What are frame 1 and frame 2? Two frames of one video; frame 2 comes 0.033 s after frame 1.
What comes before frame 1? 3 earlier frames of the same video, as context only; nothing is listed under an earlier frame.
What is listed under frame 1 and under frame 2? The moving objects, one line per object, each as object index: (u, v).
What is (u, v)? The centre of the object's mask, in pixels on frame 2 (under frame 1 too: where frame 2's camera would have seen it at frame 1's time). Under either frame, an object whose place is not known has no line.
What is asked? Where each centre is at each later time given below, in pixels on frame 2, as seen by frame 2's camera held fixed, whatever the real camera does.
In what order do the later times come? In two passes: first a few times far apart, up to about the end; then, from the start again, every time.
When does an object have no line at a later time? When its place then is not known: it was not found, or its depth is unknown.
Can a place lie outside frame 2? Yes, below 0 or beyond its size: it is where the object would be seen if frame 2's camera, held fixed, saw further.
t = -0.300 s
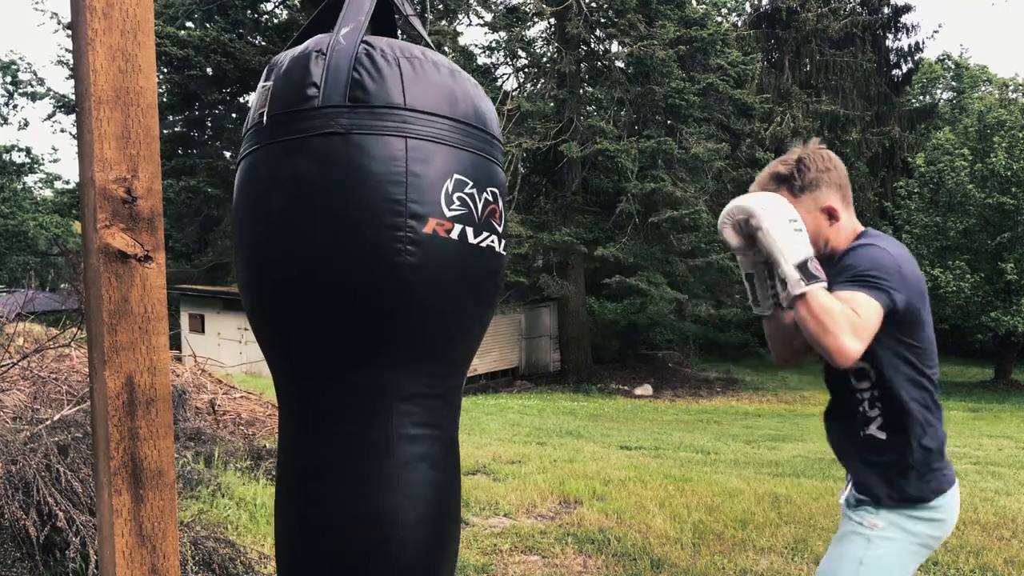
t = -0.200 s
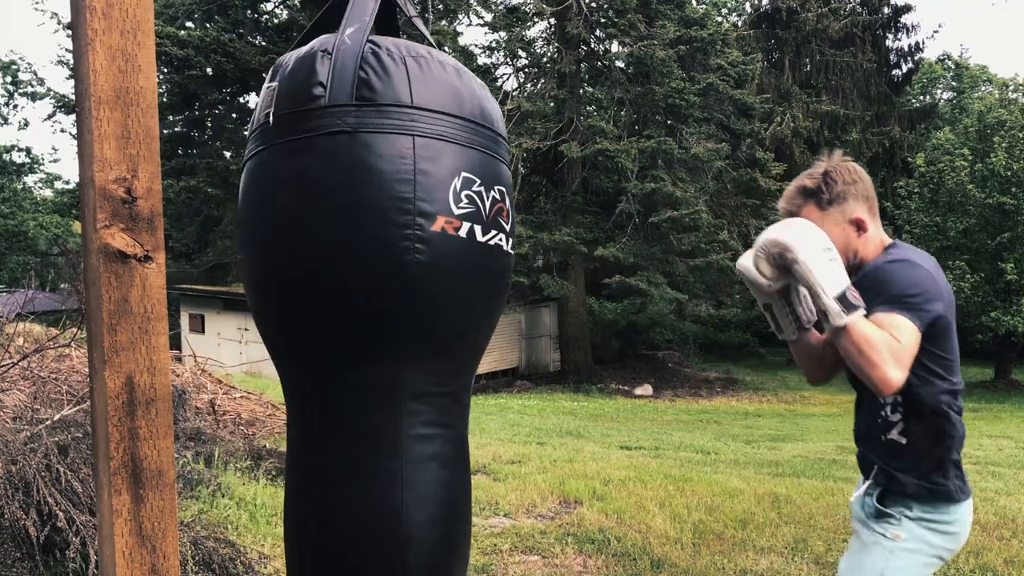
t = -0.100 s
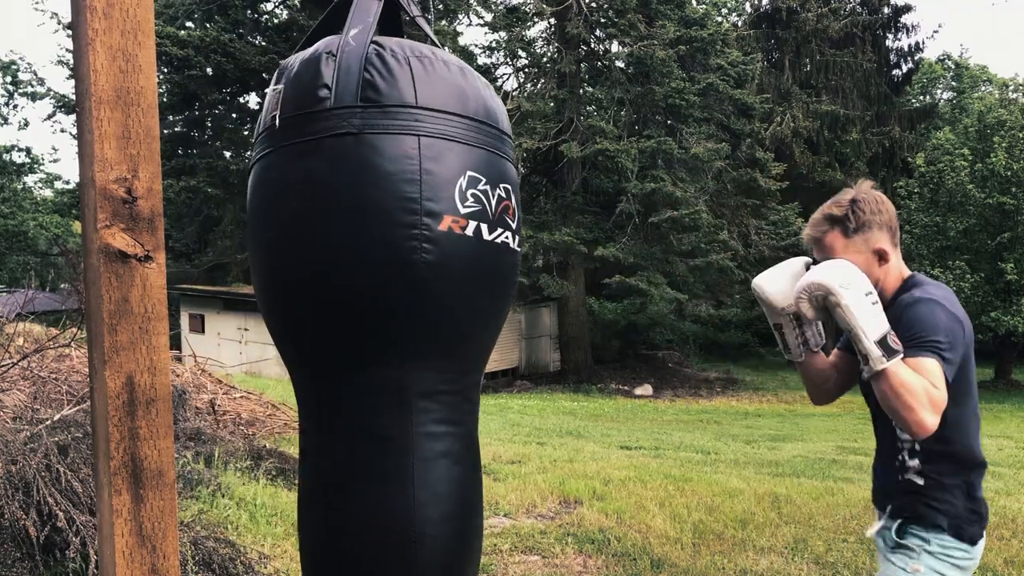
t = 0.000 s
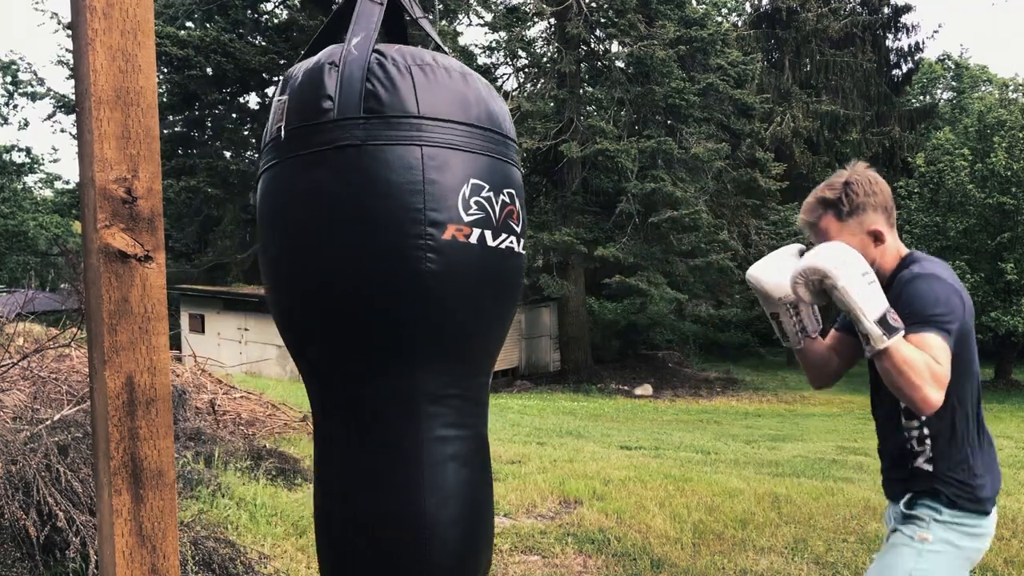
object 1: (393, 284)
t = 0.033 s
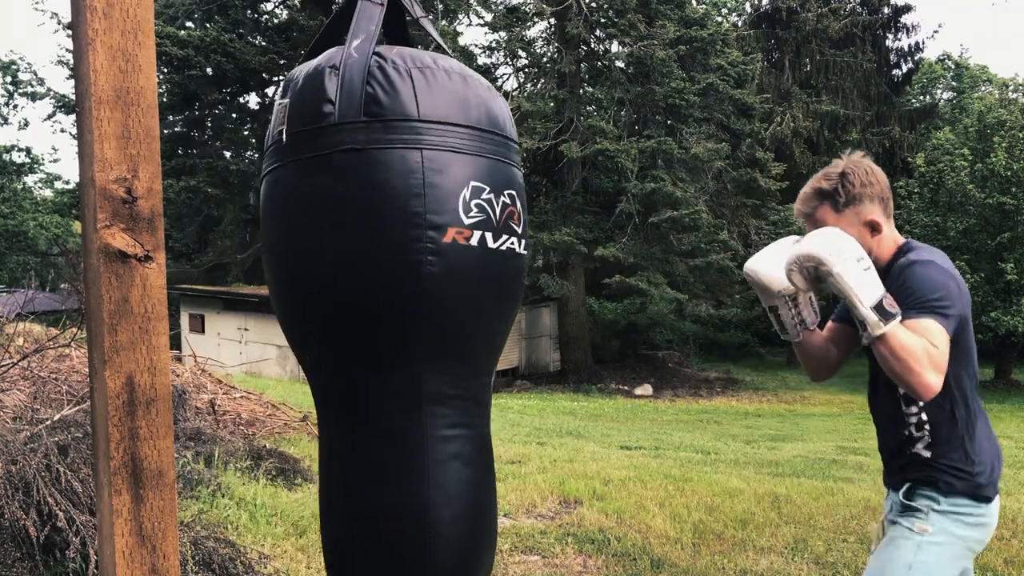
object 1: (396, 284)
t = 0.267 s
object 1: (412, 281)
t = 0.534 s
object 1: (414, 263)
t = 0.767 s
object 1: (407, 254)
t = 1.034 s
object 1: (393, 263)
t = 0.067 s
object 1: (399, 283)
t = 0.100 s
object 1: (401, 285)
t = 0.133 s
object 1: (404, 284)
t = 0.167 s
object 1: (406, 285)
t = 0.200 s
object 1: (408, 283)
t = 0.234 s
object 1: (410, 282)
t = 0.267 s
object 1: (412, 281)
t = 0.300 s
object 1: (413, 281)
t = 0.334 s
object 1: (414, 279)
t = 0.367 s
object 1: (415, 276)
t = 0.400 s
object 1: (415, 272)
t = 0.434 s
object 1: (415, 270)
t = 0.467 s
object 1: (415, 267)
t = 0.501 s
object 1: (415, 265)
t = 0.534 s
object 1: (414, 263)
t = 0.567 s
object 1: (414, 261)
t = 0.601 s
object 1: (413, 258)
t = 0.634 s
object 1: (412, 257)
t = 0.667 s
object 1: (411, 256)
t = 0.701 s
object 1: (410, 261)
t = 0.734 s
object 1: (409, 254)
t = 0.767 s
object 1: (407, 254)
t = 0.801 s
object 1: (406, 254)
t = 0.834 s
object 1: (404, 254)
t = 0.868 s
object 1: (402, 255)
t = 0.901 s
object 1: (400, 256)
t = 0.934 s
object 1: (398, 257)
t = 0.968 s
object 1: (396, 258)
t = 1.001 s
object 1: (395, 260)
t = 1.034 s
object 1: (393, 263)
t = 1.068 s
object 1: (391, 264)
